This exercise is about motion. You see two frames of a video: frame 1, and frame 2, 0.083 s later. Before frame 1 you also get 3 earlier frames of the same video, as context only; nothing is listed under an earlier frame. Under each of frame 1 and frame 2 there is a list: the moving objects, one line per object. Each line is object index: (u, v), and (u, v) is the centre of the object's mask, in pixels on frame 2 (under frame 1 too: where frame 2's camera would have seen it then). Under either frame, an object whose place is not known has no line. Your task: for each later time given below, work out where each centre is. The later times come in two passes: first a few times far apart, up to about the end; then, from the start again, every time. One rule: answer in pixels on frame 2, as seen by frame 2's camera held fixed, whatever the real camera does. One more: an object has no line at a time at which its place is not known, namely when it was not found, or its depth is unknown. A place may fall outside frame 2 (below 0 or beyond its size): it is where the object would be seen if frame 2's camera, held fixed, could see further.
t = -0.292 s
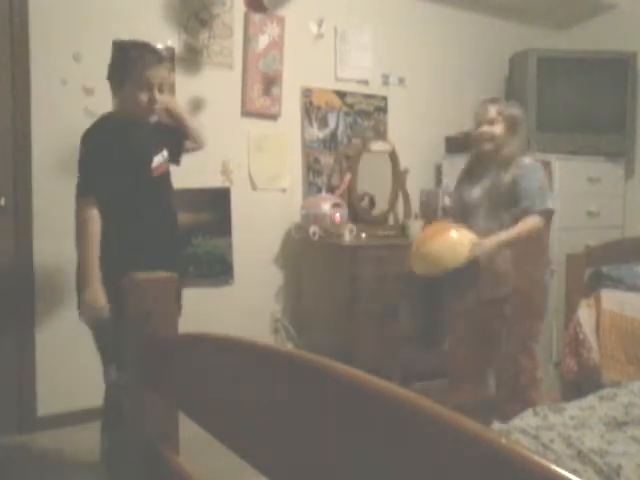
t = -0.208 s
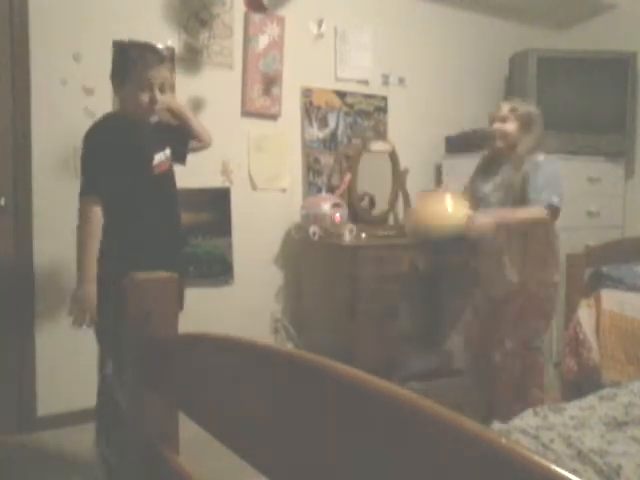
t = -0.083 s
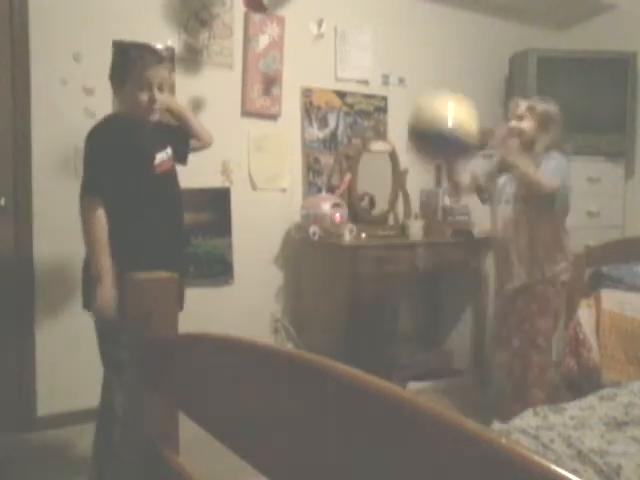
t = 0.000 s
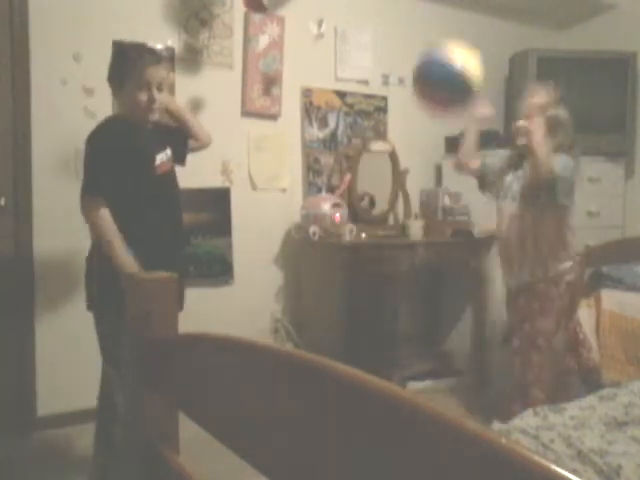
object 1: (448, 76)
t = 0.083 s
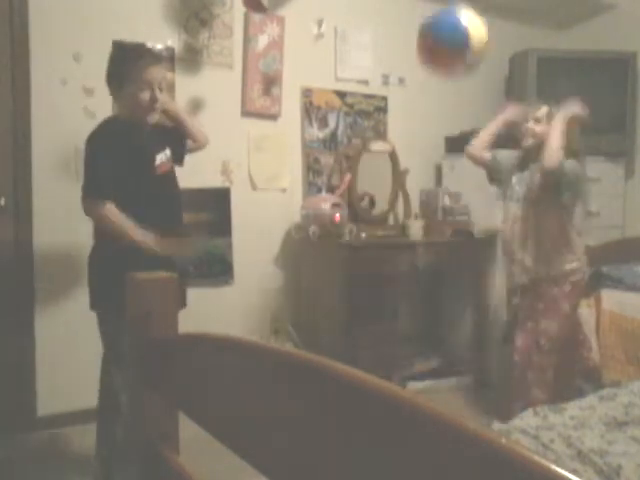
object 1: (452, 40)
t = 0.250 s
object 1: (457, 20)
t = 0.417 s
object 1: (461, 33)
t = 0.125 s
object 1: (454, 29)
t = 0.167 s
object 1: (455, 24)
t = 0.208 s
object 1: (456, 22)
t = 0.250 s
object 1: (457, 20)
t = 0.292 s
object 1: (457, 21)
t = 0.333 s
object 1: (458, 23)
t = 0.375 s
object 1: (459, 26)
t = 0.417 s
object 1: (461, 33)
